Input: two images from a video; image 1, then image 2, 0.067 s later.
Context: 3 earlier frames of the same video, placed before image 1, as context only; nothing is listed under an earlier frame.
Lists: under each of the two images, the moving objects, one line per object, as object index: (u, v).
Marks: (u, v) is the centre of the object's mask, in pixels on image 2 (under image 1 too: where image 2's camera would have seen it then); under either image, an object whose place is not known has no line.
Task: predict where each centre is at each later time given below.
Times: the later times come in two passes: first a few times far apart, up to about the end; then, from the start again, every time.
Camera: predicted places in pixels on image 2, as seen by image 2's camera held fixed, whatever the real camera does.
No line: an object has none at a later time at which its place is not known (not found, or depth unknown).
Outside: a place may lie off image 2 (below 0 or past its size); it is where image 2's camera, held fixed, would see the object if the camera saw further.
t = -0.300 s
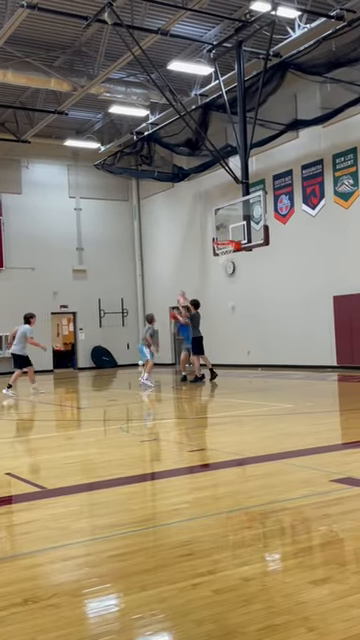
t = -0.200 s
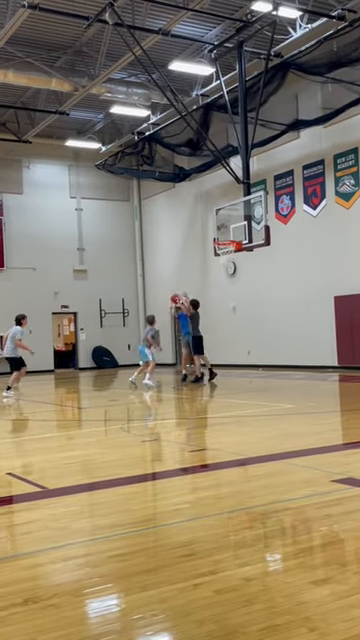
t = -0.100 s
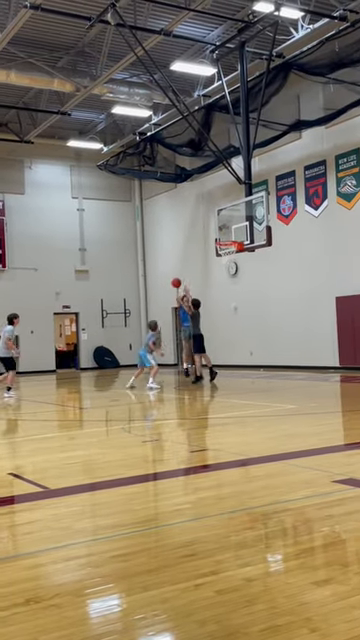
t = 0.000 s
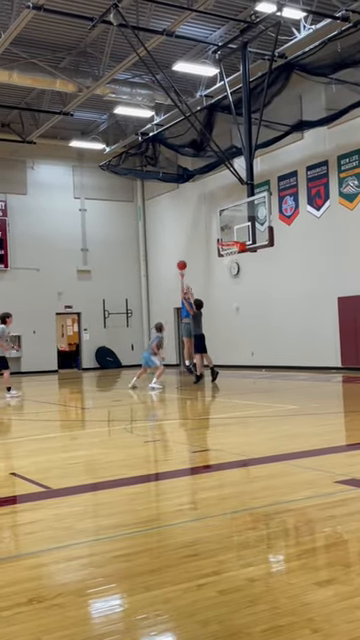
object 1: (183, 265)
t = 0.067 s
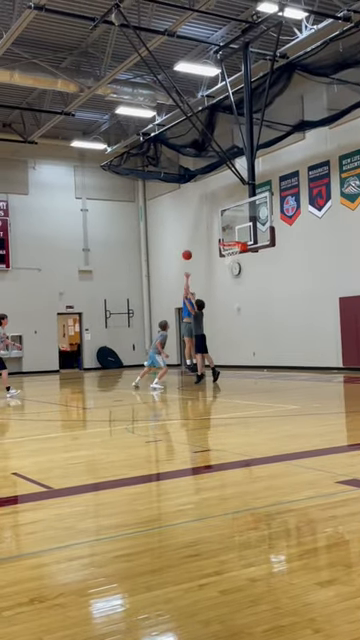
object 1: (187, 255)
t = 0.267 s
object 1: (199, 234)
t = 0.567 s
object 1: (221, 234)
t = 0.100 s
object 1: (188, 250)
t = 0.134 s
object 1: (191, 246)
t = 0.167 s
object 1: (193, 243)
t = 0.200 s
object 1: (195, 239)
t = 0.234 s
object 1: (197, 236)
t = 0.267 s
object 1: (199, 234)
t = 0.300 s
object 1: (202, 232)
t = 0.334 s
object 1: (204, 231)
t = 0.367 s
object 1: (206, 230)
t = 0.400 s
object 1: (209, 229)
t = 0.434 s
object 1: (211, 229)
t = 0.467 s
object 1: (213, 230)
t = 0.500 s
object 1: (216, 231)
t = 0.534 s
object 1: (219, 232)
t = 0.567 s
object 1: (221, 234)
